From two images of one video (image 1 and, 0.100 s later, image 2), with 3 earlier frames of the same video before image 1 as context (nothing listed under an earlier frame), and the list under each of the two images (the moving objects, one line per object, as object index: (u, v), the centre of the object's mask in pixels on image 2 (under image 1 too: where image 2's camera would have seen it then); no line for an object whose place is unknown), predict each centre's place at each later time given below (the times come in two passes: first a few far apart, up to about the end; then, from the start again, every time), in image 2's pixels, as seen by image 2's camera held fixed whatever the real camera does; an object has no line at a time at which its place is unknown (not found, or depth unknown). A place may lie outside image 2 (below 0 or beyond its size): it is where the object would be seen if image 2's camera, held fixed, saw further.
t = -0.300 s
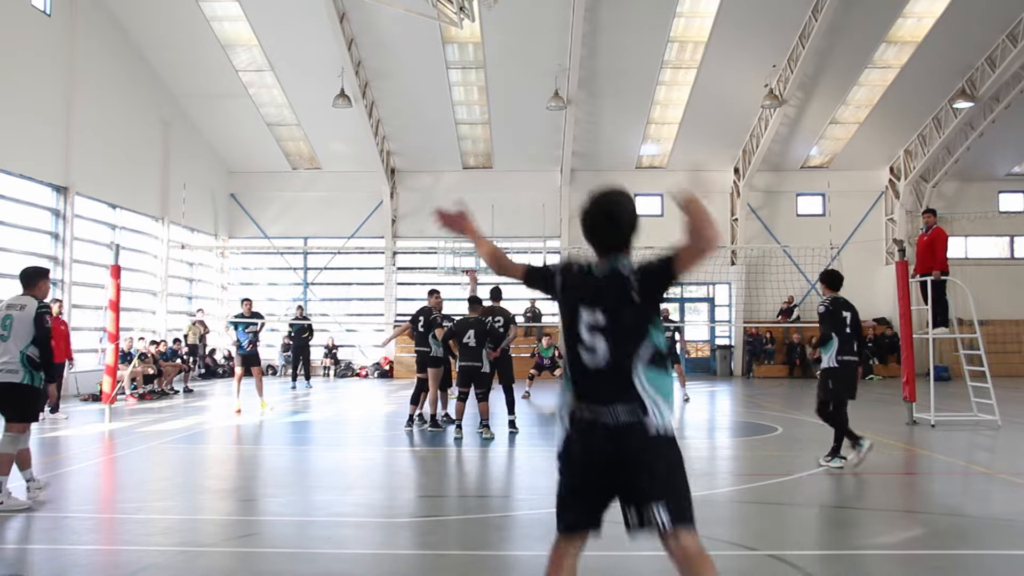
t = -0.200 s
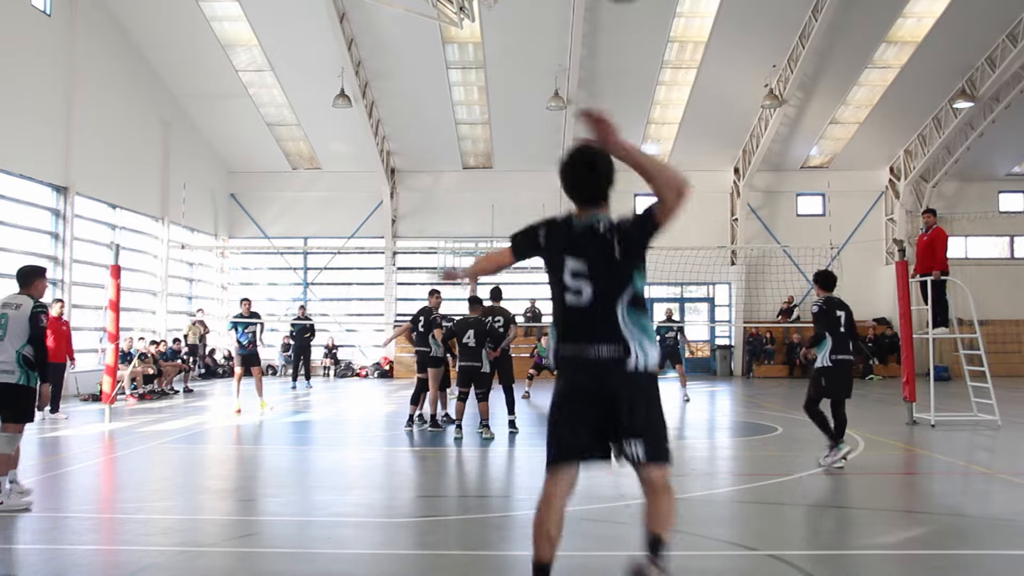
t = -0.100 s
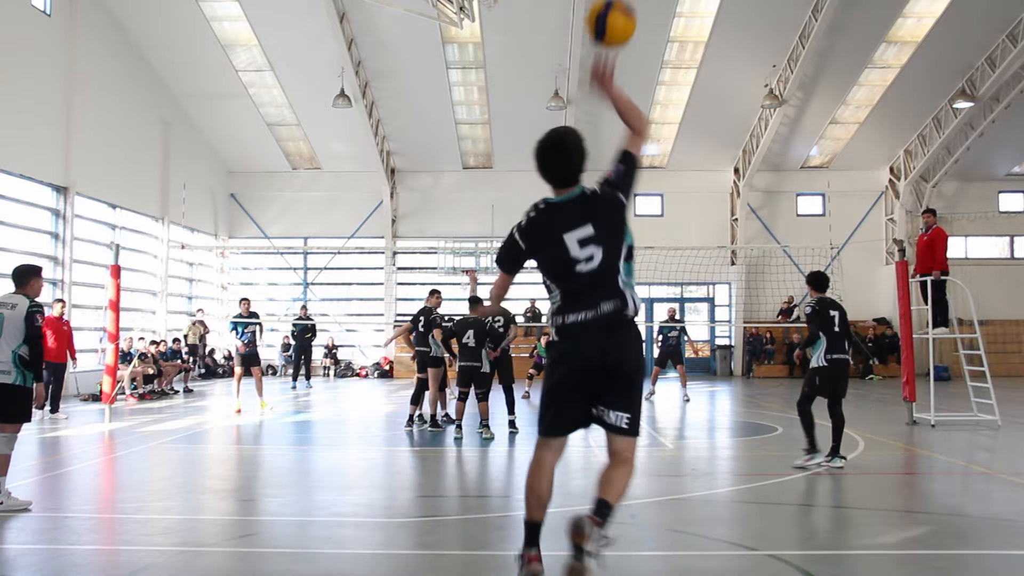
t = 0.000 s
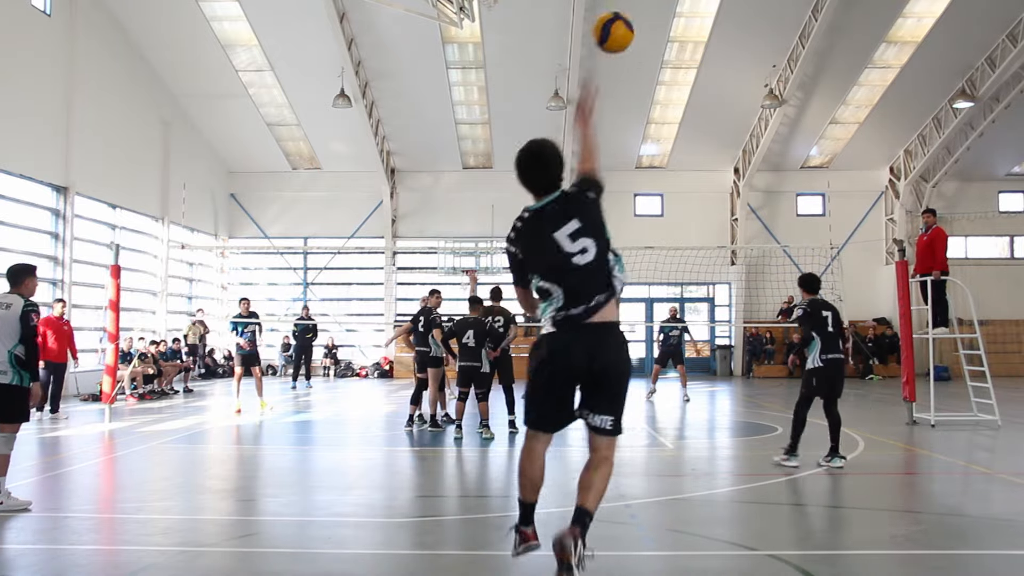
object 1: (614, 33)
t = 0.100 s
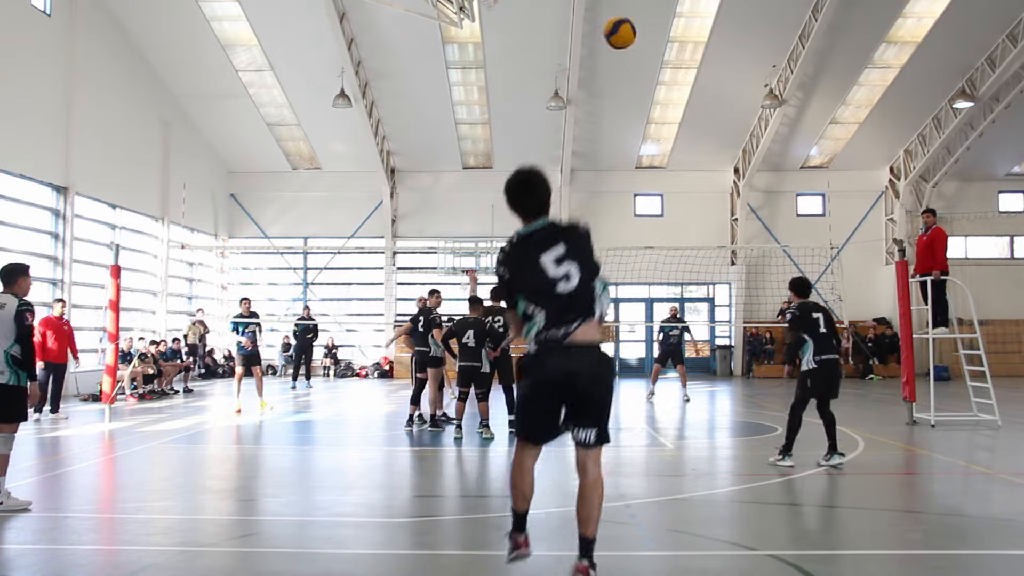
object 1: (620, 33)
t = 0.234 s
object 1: (626, 47)
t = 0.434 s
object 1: (628, 83)
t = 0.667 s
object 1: (628, 133)
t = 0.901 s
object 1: (633, 192)
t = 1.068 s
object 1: (638, 240)
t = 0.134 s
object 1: (622, 35)
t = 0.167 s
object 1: (623, 39)
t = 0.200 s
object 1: (625, 43)
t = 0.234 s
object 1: (626, 47)
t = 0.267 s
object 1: (627, 53)
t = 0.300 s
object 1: (628, 58)
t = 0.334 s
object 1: (628, 64)
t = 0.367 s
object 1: (628, 70)
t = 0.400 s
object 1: (628, 77)
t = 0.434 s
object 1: (628, 83)
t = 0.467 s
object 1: (628, 90)
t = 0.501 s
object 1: (628, 97)
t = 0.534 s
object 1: (628, 104)
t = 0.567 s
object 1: (628, 111)
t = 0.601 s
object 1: (627, 118)
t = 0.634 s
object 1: (627, 126)
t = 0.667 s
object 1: (628, 133)
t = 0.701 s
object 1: (628, 141)
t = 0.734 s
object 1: (628, 149)
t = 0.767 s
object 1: (629, 157)
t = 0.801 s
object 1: (630, 164)
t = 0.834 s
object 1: (631, 174)
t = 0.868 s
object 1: (631, 182)
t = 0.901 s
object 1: (633, 192)
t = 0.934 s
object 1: (632, 200)
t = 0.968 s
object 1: (633, 211)
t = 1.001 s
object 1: (635, 220)
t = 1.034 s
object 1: (637, 230)
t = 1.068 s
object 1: (638, 240)
